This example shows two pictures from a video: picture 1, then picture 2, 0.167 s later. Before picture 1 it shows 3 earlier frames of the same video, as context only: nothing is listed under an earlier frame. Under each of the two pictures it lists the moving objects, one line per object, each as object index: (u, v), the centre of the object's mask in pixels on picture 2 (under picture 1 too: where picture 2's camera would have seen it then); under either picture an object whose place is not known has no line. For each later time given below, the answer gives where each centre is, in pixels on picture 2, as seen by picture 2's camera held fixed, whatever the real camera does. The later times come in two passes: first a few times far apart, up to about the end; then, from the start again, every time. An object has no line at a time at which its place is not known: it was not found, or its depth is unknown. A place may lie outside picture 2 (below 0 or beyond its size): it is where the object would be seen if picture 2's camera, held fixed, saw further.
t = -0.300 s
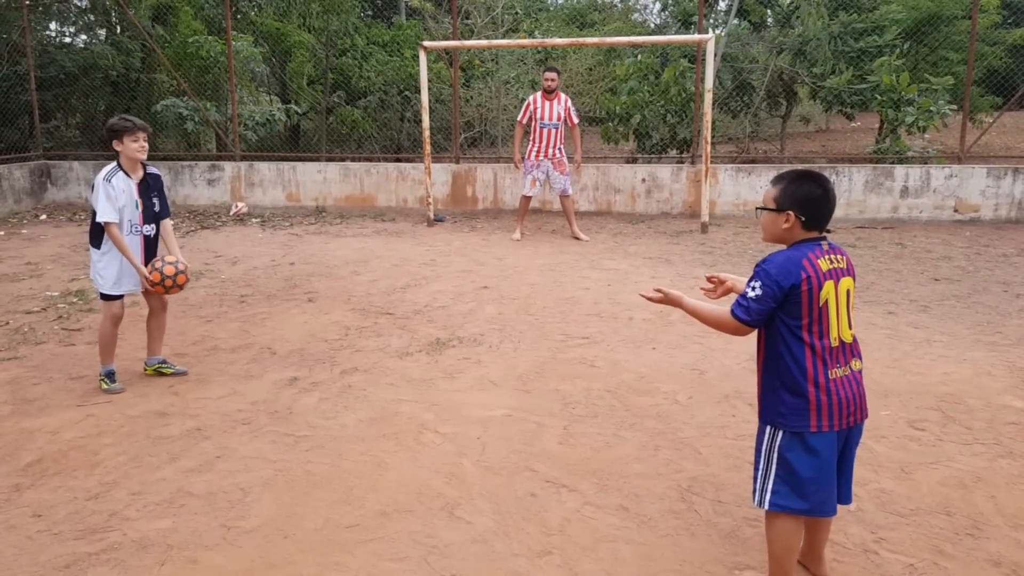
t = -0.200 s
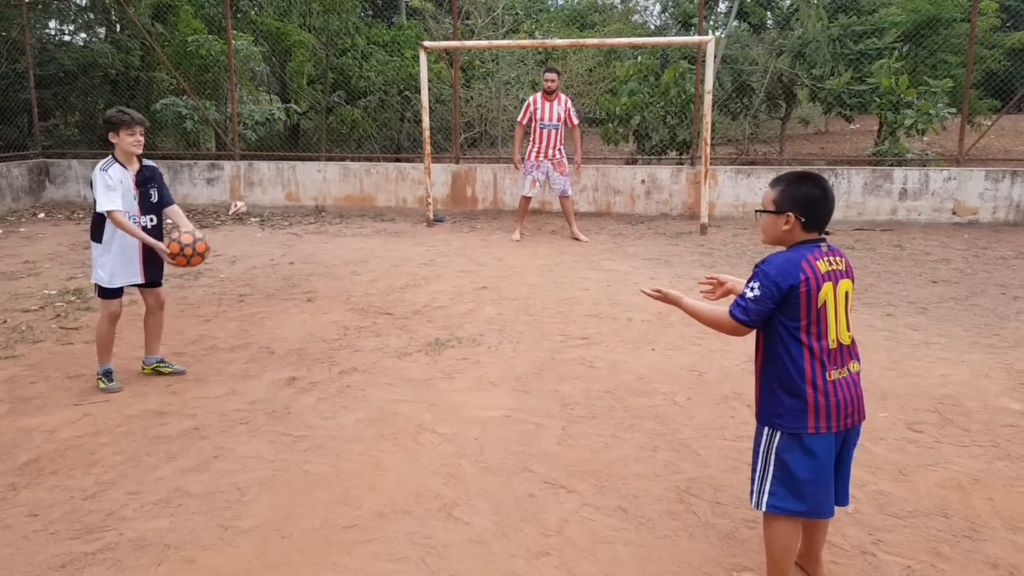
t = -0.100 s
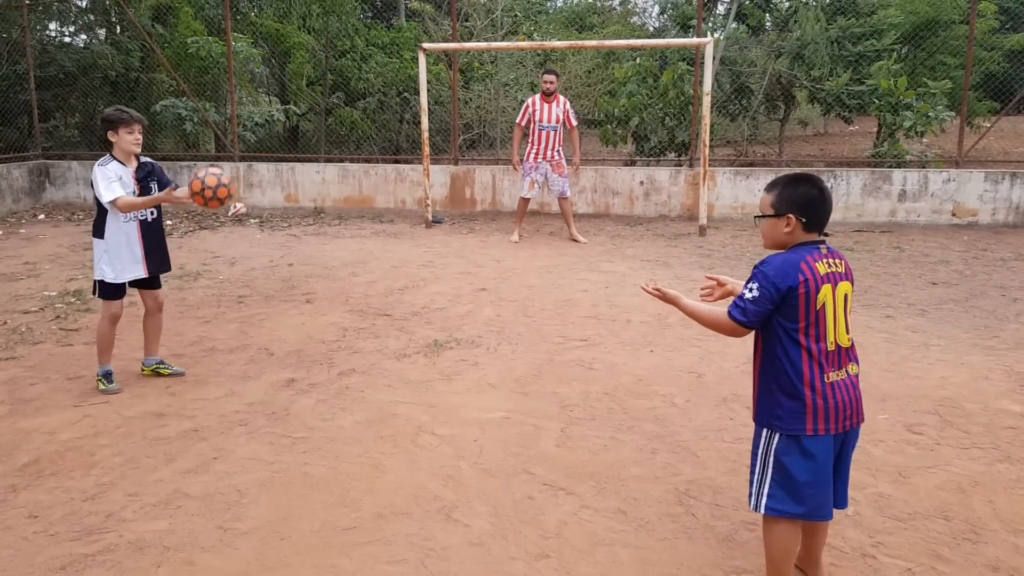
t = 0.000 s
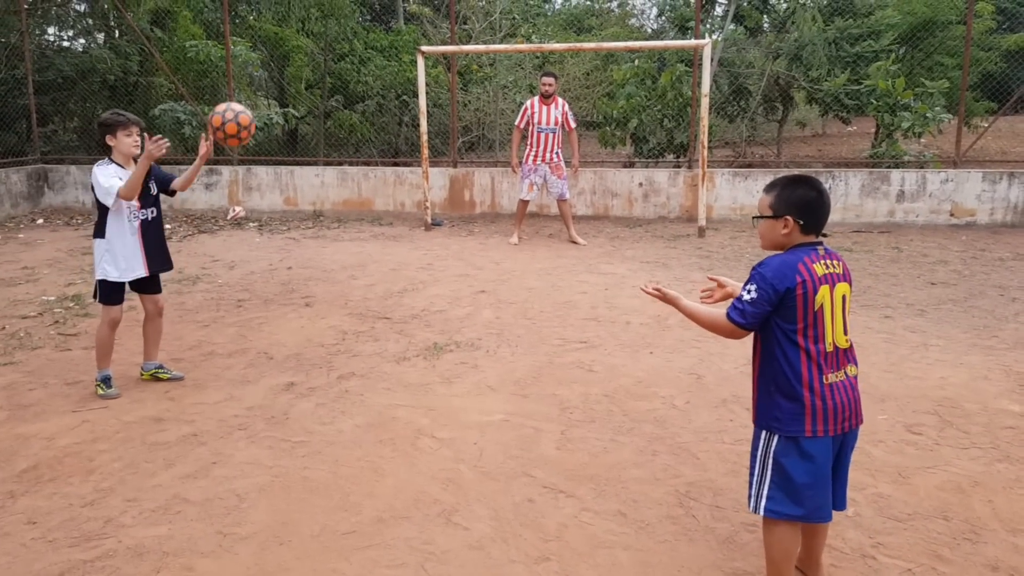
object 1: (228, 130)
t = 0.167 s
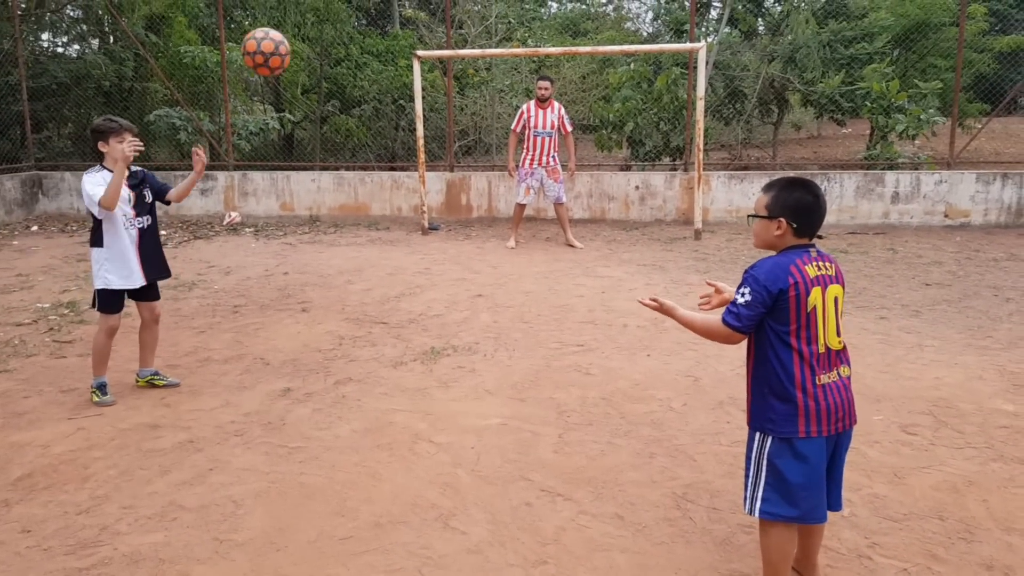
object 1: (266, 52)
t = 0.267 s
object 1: (290, 28)
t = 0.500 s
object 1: (361, 60)
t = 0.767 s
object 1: (454, 263)
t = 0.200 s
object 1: (274, 42)
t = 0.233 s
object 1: (282, 34)
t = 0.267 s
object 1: (290, 28)
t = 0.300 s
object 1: (299, 24)
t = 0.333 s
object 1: (309, 24)
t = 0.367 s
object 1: (318, 25)
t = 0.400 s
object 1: (328, 30)
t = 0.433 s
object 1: (339, 37)
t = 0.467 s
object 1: (350, 47)
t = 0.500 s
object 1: (361, 60)
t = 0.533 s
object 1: (373, 76)
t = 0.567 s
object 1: (384, 94)
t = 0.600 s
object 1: (395, 115)
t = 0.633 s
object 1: (407, 140)
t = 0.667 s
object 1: (418, 166)
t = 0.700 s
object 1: (430, 196)
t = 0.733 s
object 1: (442, 228)
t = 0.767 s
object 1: (454, 263)
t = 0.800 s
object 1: (466, 300)
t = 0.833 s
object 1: (478, 340)
